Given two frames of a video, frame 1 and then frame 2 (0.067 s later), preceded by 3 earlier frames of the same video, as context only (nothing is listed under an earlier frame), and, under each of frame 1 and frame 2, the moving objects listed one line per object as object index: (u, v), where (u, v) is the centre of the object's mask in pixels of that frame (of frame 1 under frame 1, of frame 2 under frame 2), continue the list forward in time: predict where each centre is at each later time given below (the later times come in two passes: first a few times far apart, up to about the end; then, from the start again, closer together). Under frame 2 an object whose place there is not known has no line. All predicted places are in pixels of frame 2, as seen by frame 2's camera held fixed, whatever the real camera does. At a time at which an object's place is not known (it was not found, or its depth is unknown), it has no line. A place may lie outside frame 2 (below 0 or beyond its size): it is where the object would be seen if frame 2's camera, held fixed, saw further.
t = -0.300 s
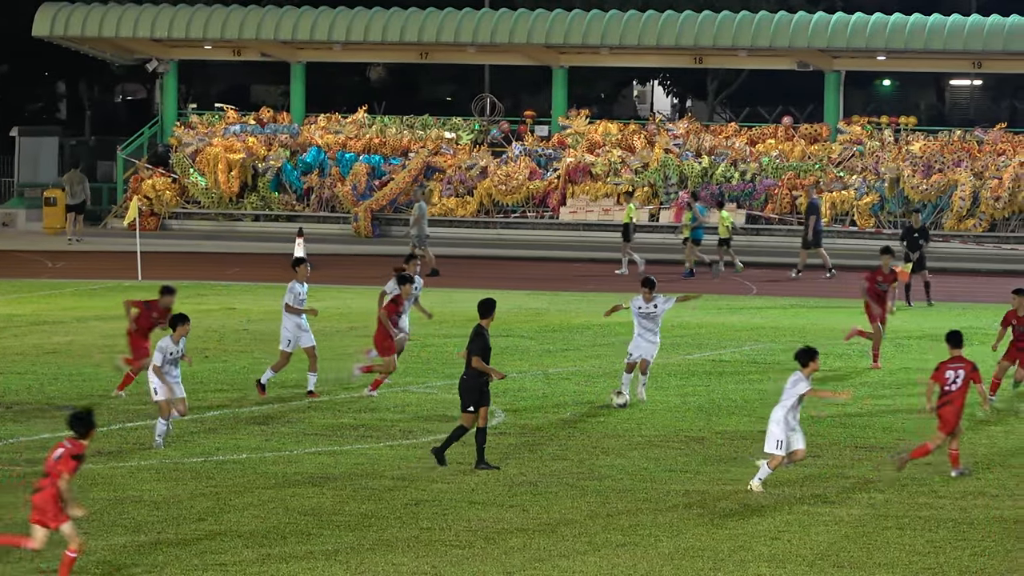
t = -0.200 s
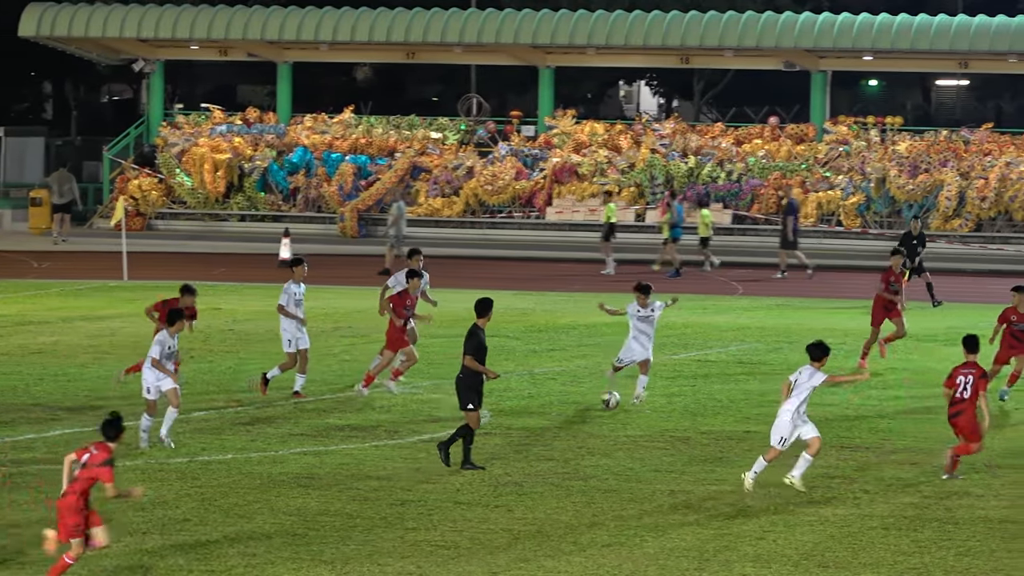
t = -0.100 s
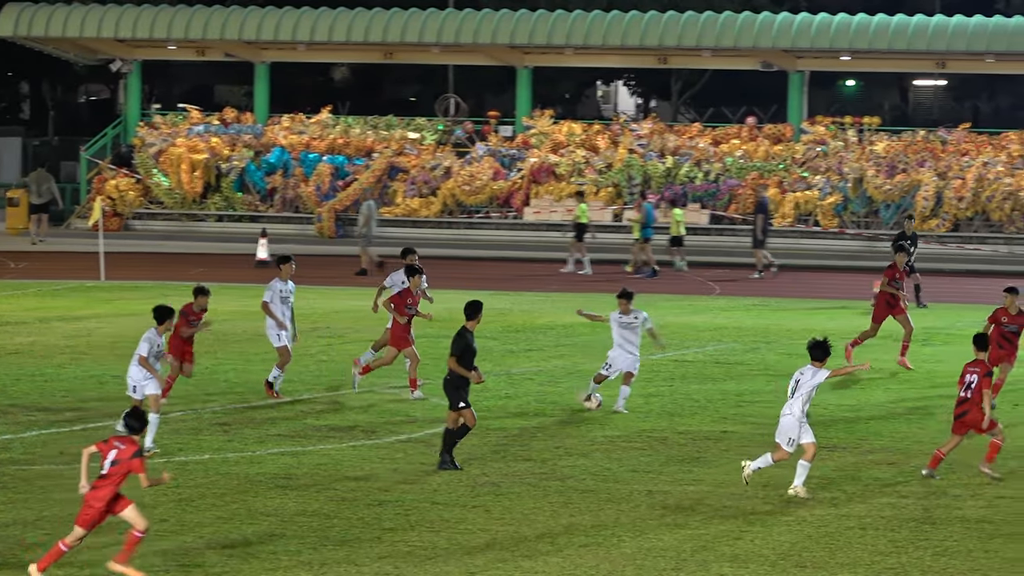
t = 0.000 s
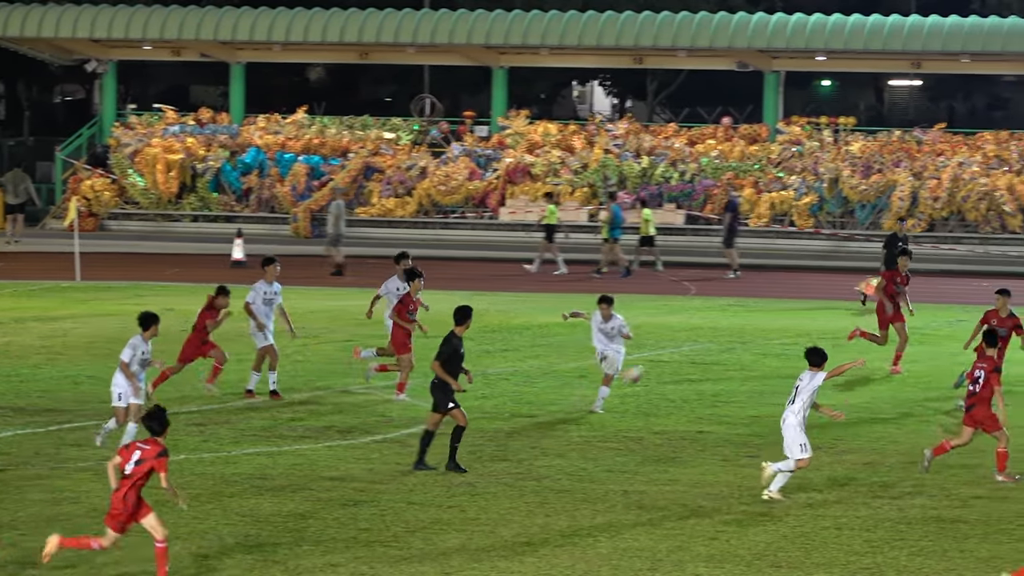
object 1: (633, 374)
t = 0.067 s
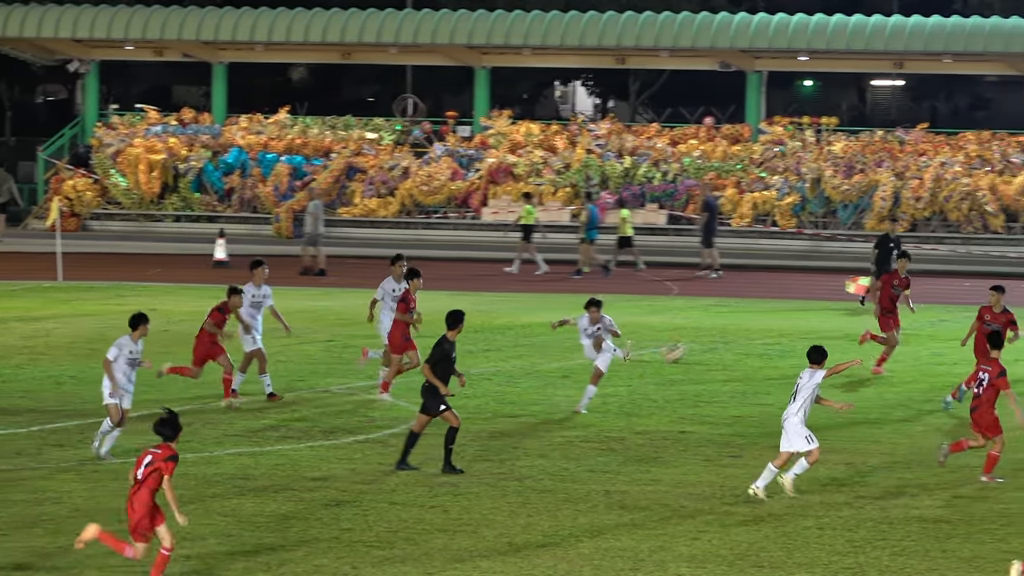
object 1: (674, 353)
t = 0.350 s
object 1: (956, 284)
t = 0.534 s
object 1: (1175, 273)
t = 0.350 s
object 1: (956, 284)
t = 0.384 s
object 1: (992, 281)
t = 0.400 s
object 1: (1010, 278)
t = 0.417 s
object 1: (1031, 277)
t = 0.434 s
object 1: (1049, 276)
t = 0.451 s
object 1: (1070, 275)
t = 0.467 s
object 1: (1089, 275)
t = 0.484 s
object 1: (1110, 275)
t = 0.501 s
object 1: (1131, 275)
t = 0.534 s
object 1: (1175, 273)
